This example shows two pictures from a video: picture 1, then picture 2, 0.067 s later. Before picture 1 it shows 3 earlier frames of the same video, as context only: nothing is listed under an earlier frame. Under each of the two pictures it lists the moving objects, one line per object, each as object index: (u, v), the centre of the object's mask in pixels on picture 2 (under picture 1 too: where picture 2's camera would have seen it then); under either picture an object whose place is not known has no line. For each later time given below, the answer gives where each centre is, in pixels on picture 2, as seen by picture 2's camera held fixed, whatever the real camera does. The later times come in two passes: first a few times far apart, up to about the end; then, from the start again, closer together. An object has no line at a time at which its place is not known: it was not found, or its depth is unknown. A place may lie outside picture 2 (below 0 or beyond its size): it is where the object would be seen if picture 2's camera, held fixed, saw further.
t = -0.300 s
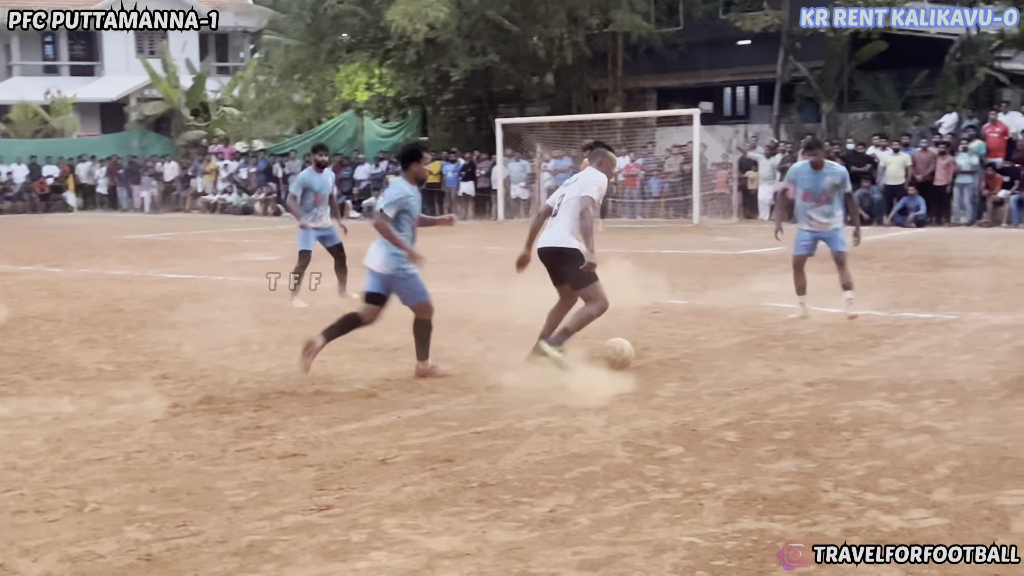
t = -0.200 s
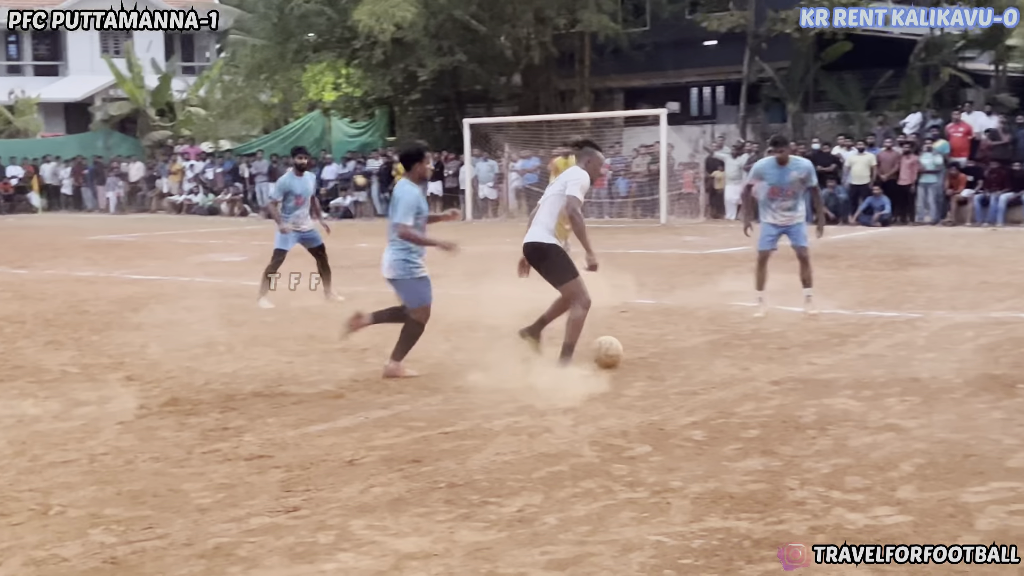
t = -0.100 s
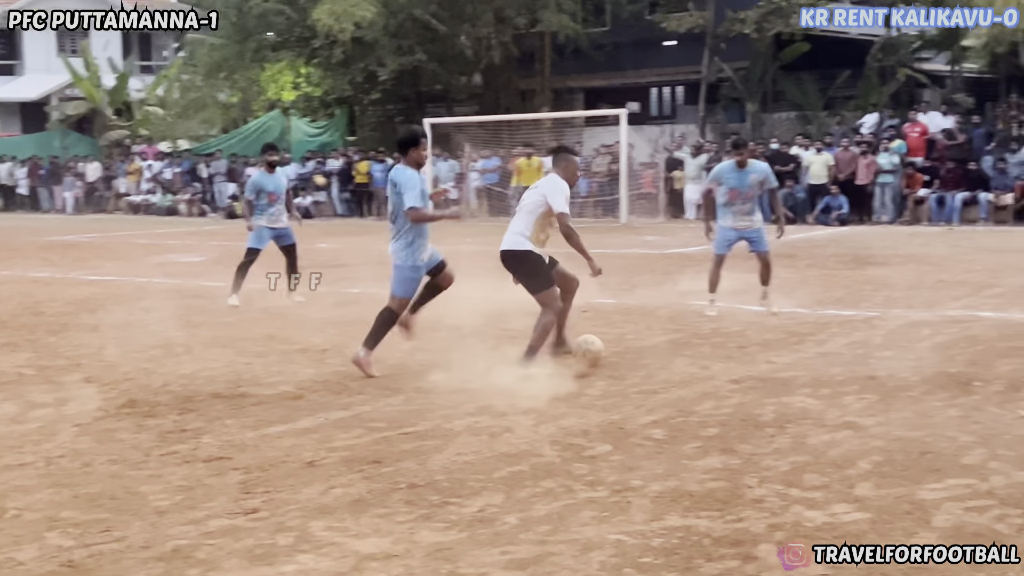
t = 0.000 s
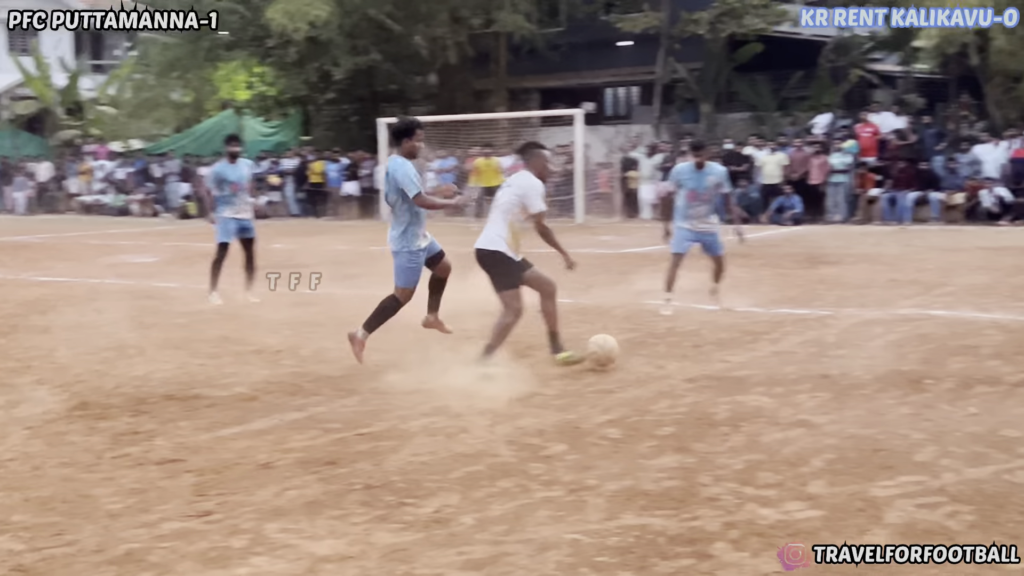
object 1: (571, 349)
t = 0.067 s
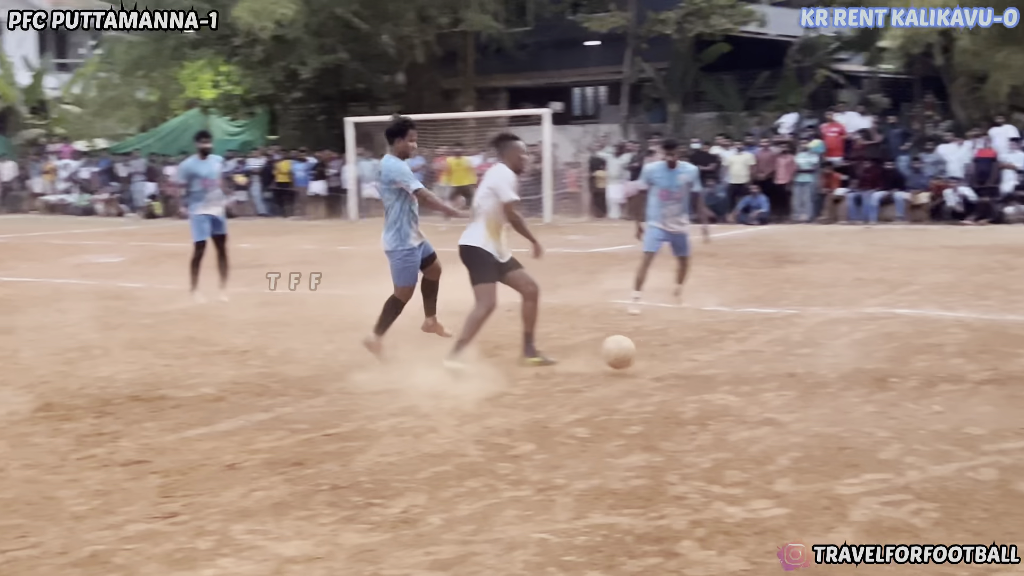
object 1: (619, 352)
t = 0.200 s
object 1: (712, 362)
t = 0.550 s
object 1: (945, 384)
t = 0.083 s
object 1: (631, 353)
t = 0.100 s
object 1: (643, 355)
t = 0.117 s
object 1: (656, 359)
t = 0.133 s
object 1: (669, 363)
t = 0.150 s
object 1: (680, 364)
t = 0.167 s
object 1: (689, 364)
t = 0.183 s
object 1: (702, 362)
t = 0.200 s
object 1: (712, 362)
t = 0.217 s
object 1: (723, 362)
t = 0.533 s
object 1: (934, 379)
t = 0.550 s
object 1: (945, 384)
